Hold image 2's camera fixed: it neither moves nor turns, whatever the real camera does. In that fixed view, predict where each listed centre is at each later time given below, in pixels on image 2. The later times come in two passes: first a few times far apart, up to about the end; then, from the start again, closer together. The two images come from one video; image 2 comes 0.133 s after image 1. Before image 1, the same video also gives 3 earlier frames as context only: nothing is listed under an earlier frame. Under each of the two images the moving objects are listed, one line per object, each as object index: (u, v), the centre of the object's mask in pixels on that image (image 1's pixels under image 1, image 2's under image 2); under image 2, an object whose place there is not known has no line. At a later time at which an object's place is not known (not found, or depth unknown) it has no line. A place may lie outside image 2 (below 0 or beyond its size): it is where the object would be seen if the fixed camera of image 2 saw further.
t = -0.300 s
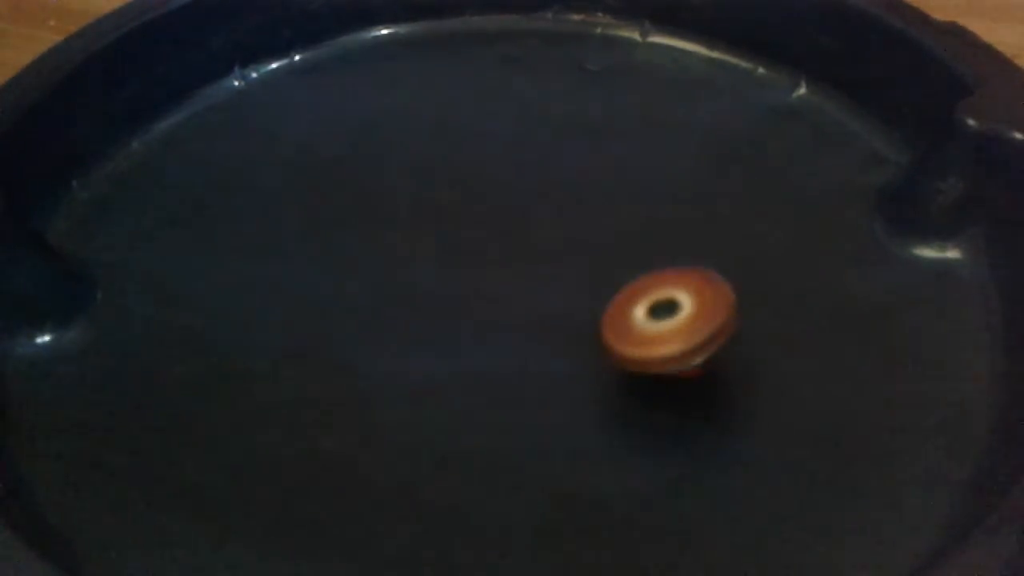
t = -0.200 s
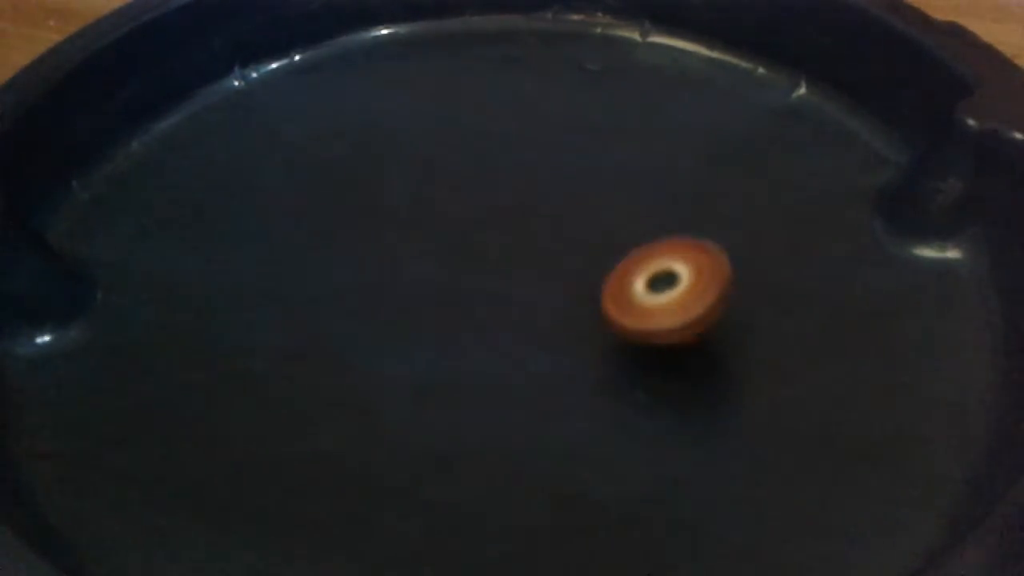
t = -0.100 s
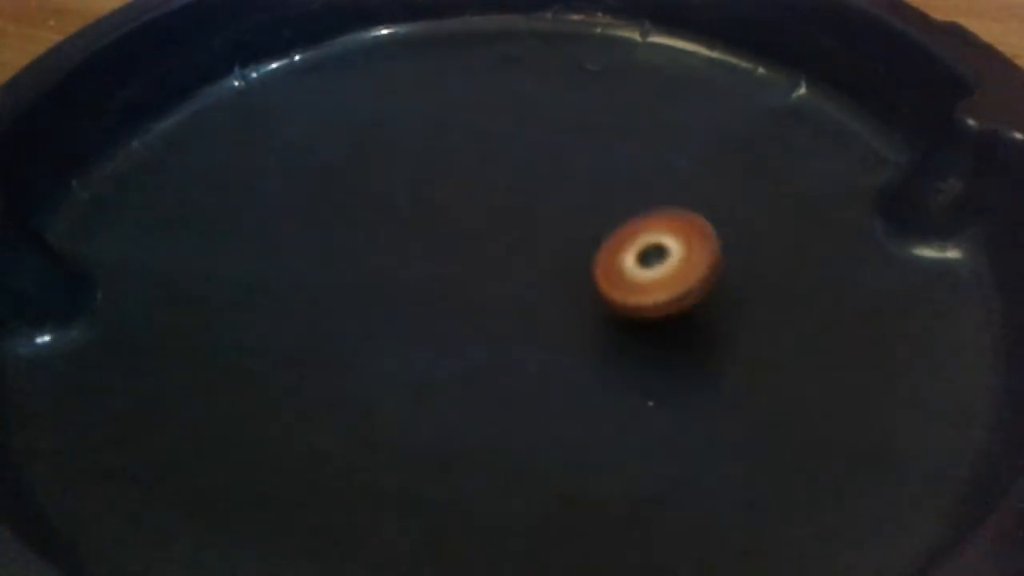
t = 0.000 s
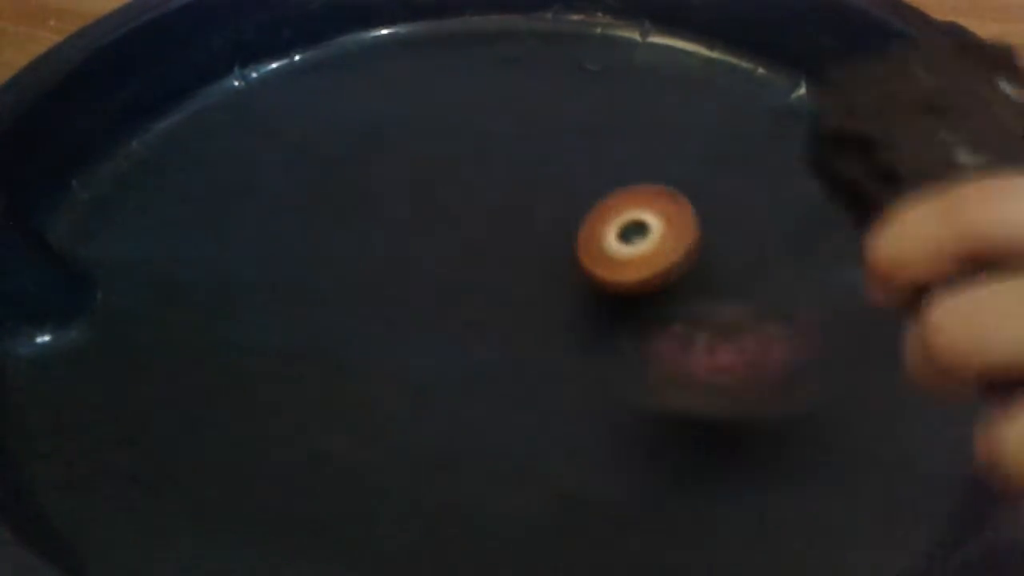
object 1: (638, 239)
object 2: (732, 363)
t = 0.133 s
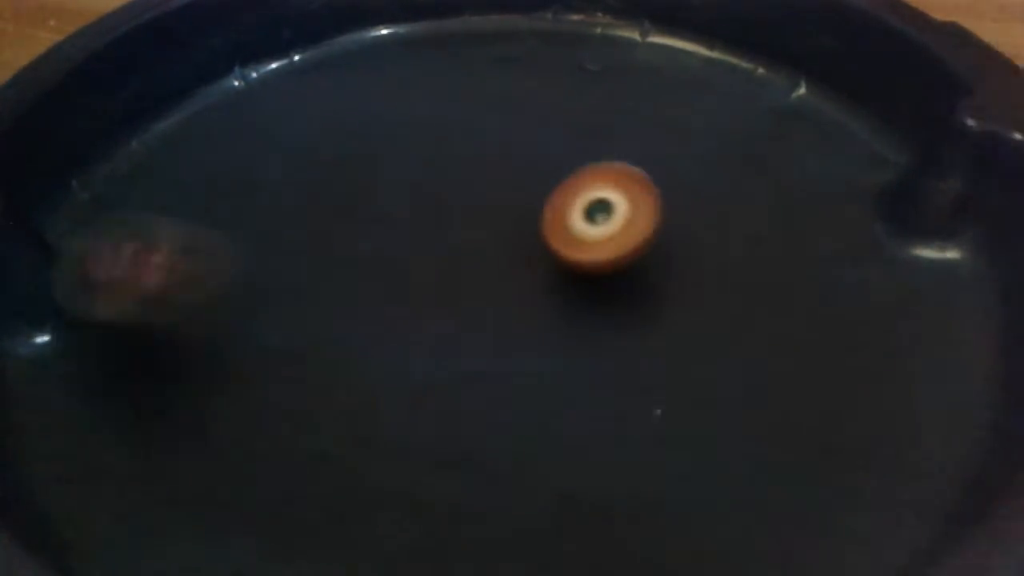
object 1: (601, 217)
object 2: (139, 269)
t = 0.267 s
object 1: (568, 197)
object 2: (363, 254)
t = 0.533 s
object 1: (464, 196)
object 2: (863, 308)
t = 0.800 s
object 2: (809, 245)
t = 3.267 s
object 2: (525, 63)
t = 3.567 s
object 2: (354, 50)
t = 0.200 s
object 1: (596, 207)
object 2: (218, 223)
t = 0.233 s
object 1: (585, 201)
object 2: (290, 228)
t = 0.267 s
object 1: (568, 197)
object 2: (363, 254)
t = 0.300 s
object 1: (553, 194)
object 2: (436, 299)
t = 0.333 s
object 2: (499, 305)
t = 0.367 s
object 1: (524, 191)
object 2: (557, 294)
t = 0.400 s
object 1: (511, 192)
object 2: (620, 301)
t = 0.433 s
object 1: (499, 192)
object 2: (683, 313)
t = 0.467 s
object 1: (487, 193)
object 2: (742, 300)
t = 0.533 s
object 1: (464, 196)
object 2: (863, 308)
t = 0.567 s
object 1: (454, 196)
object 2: (922, 303)
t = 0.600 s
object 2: (946, 285)
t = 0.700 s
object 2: (863, 263)
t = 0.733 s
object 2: (843, 250)
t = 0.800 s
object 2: (809, 245)
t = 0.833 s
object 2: (796, 245)
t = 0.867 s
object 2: (784, 248)
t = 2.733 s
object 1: (491, 181)
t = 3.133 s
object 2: (567, 152)
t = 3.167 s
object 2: (563, 126)
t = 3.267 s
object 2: (525, 63)
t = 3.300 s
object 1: (400, 321)
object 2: (503, 47)
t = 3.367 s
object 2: (461, 30)
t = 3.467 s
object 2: (404, 28)
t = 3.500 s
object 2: (387, 32)
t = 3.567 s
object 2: (354, 50)
